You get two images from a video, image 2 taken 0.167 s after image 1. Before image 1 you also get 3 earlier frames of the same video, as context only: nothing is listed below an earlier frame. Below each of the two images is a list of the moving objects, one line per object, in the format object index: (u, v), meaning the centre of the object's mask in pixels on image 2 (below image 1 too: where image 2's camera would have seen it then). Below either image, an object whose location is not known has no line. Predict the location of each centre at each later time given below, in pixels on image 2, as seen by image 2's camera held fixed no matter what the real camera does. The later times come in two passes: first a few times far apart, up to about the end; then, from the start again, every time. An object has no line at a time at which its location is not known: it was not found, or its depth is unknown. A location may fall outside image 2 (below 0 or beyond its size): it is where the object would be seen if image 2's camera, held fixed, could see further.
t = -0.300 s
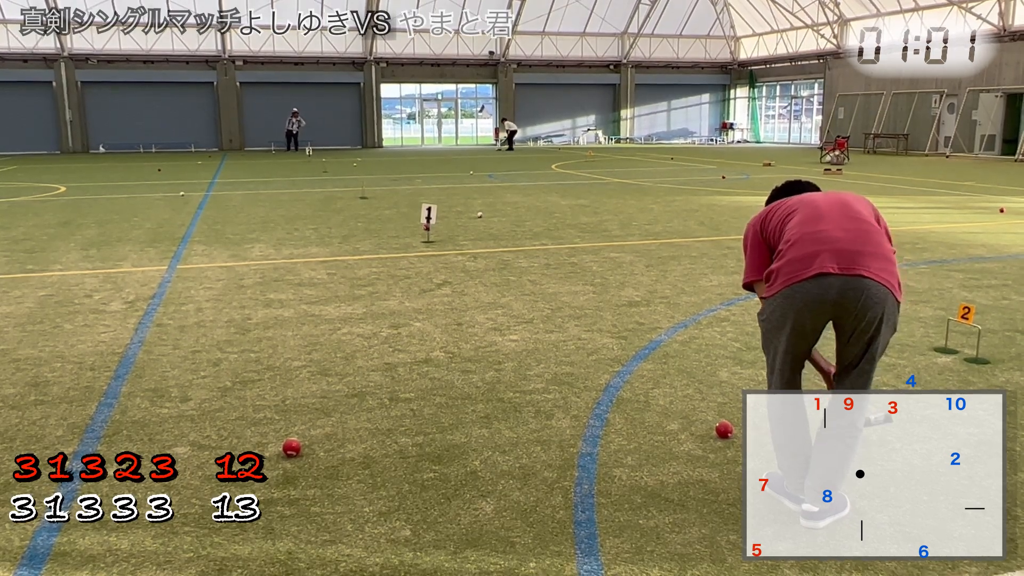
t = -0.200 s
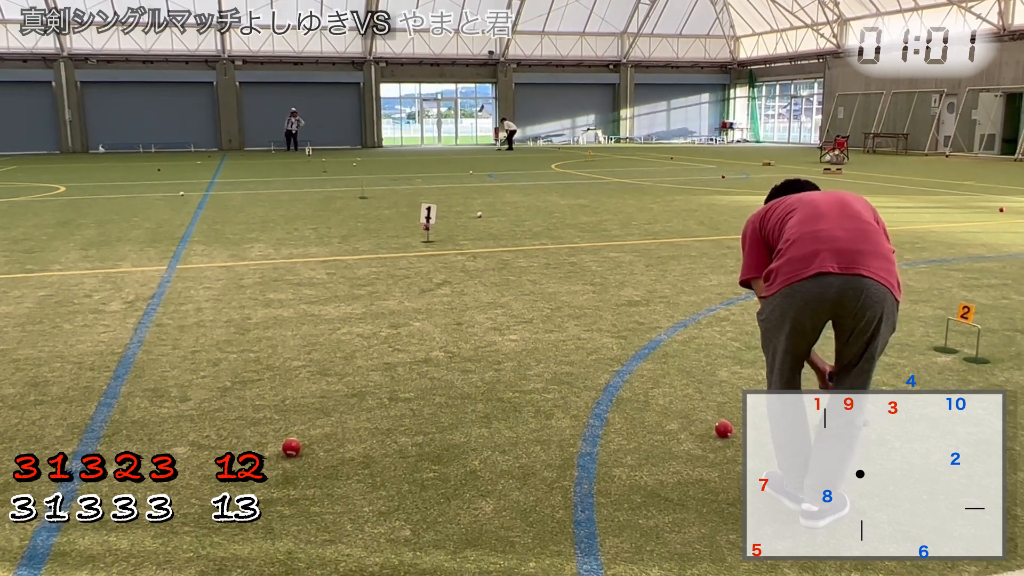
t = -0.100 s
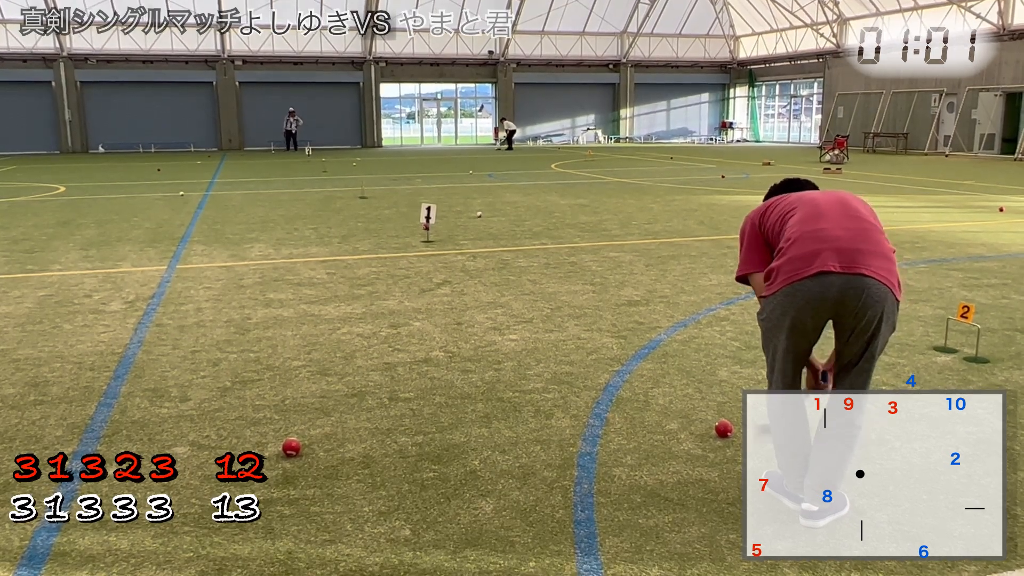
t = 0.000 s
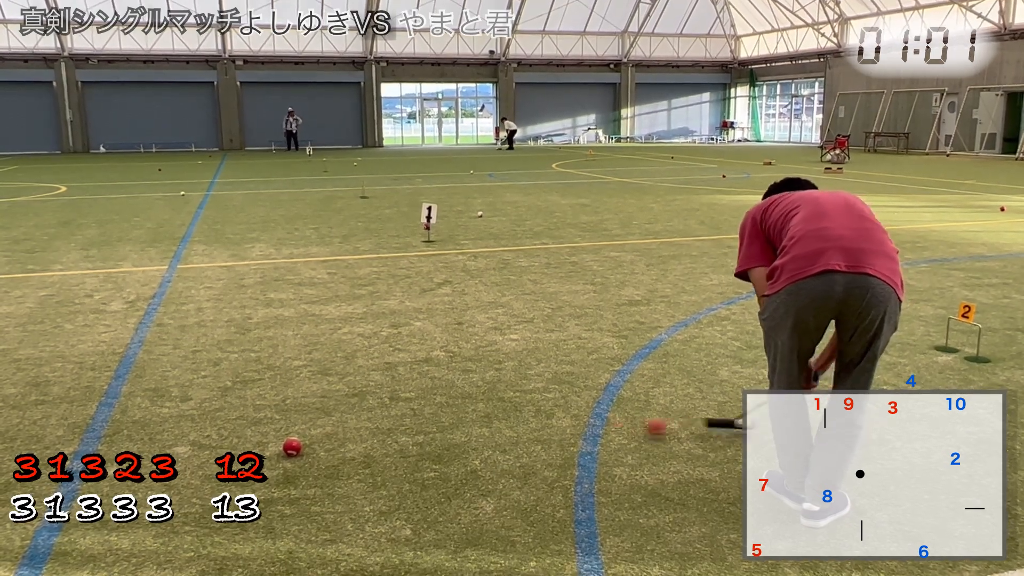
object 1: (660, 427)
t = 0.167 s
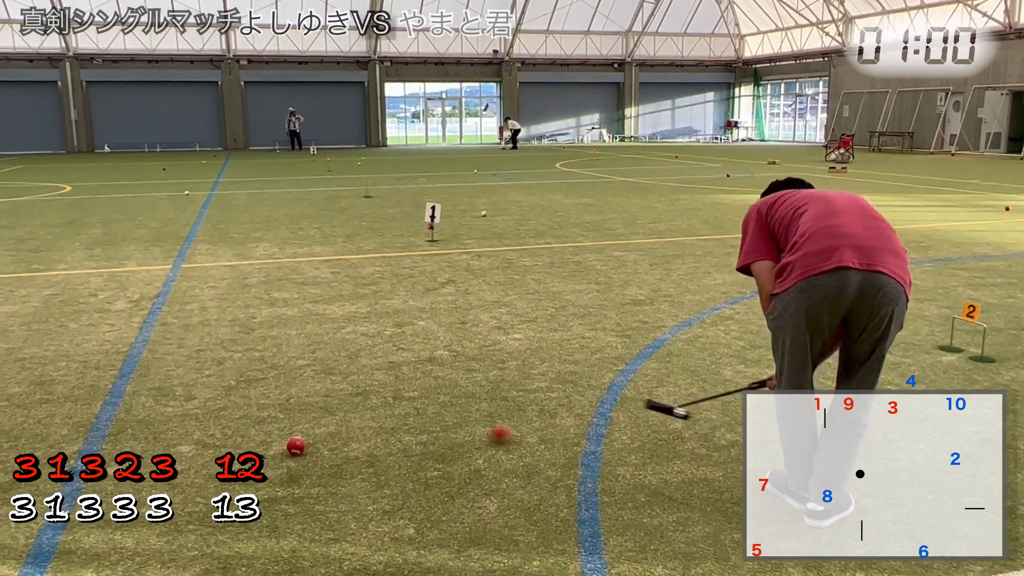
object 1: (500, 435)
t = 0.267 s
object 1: (416, 438)
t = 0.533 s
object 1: (276, 430)
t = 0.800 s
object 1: (193, 413)
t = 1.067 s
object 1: (123, 399)
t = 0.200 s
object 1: (471, 436)
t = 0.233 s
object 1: (443, 437)
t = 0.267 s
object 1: (416, 438)
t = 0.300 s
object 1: (392, 439)
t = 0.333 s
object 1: (366, 440)
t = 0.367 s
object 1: (340, 441)
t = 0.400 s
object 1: (316, 441)
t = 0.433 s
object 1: (305, 438)
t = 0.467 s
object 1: (295, 436)
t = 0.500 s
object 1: (286, 433)
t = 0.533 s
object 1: (276, 430)
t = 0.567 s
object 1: (265, 427)
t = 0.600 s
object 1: (255, 425)
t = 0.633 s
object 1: (245, 423)
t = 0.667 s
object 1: (233, 421)
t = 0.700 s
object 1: (223, 418)
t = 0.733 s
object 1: (214, 417)
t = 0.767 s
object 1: (203, 414)
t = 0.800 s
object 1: (193, 413)
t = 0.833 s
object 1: (184, 411)
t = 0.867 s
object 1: (175, 409)
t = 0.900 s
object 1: (166, 407)
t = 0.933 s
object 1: (157, 406)
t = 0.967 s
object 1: (148, 404)
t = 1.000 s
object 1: (140, 402)
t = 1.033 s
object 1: (131, 401)
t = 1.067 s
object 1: (123, 399)
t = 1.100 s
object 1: (115, 398)
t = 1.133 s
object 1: (108, 396)
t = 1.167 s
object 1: (100, 394)
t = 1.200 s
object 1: (92, 393)
